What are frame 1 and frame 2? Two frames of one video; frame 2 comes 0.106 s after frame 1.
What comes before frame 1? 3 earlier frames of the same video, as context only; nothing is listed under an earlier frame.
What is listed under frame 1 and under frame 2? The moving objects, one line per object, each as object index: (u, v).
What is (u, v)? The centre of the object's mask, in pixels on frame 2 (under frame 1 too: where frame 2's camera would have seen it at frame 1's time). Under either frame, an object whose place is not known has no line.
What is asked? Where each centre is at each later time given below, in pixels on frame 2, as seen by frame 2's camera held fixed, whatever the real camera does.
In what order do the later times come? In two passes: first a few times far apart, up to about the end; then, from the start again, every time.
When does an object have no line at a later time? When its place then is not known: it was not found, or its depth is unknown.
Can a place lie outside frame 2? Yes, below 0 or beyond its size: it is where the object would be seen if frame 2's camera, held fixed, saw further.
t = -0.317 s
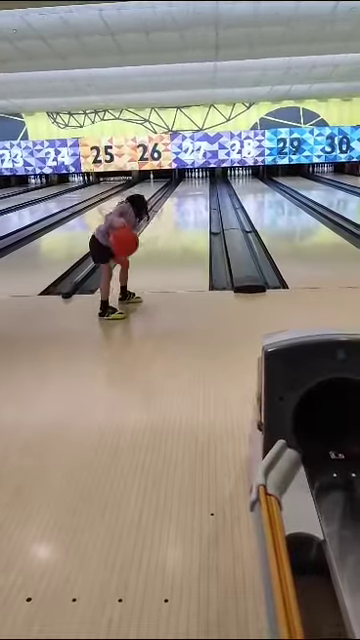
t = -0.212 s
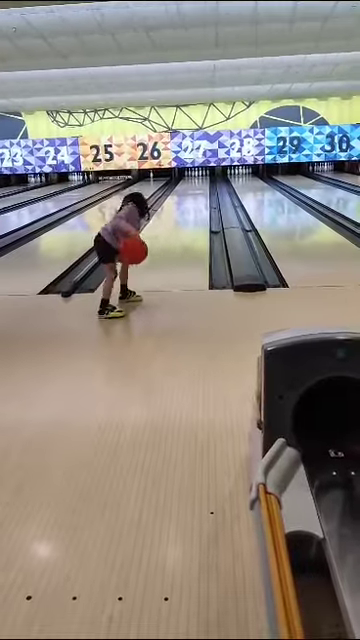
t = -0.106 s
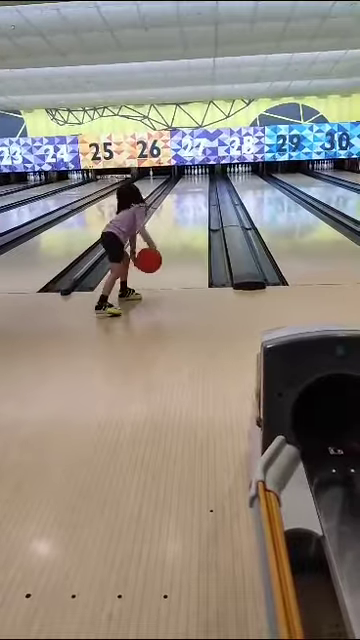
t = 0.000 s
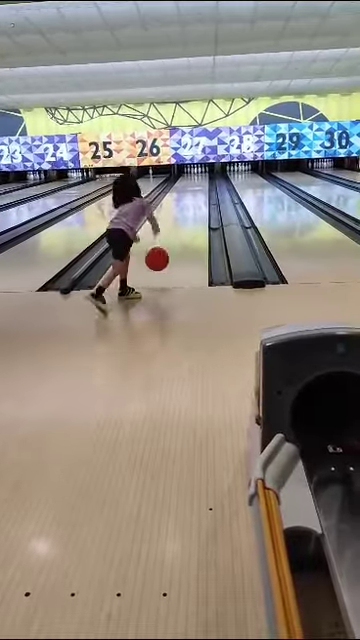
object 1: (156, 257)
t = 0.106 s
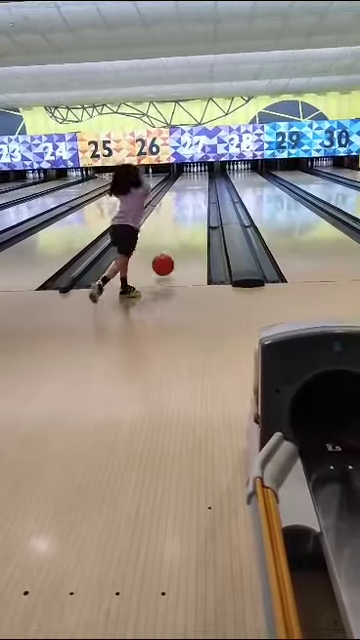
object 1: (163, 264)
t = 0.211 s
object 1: (167, 255)
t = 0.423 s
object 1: (177, 245)
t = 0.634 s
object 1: (183, 237)
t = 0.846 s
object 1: (188, 228)
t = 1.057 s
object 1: (192, 221)
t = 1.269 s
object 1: (194, 215)
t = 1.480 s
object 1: (196, 211)
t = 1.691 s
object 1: (198, 206)
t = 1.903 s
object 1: (198, 203)
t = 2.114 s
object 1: (199, 200)
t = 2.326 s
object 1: (199, 196)
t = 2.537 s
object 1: (200, 195)
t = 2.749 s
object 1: (200, 192)
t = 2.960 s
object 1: (200, 190)
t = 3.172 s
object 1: (200, 188)
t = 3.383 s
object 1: (200, 187)
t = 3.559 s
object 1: (200, 186)
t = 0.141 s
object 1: (165, 263)
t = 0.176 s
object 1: (166, 259)
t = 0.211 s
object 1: (167, 255)
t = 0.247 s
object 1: (169, 253)
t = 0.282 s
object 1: (170, 251)
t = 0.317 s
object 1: (172, 251)
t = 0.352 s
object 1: (173, 252)
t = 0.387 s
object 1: (174, 249)
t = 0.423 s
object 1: (177, 245)
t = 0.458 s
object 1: (178, 244)
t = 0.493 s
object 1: (179, 242)
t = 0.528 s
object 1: (180, 241)
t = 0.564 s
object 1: (181, 240)
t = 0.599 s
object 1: (182, 238)
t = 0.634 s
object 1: (183, 237)
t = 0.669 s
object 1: (184, 235)
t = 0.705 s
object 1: (185, 234)
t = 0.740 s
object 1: (186, 232)
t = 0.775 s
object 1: (186, 231)
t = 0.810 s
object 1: (187, 230)
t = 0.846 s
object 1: (188, 228)
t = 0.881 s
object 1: (188, 227)
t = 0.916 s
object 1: (189, 226)
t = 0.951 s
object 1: (190, 225)
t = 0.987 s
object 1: (190, 223)
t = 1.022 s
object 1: (191, 222)
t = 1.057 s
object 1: (192, 221)
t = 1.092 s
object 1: (192, 220)
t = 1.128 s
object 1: (192, 219)
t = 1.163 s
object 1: (193, 218)
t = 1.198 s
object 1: (193, 217)
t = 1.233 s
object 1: (194, 216)
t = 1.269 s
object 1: (194, 215)
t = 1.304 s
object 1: (195, 215)
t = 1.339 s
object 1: (195, 214)
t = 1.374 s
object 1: (195, 213)
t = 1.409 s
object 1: (196, 212)
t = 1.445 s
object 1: (196, 212)
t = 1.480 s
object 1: (196, 211)
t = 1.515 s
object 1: (196, 210)
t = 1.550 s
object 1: (197, 209)
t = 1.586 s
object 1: (197, 209)
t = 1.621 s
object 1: (197, 208)
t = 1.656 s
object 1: (197, 207)
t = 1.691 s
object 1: (198, 206)
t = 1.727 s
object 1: (198, 205)
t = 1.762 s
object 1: (198, 205)
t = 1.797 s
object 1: (198, 204)
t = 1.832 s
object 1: (198, 203)
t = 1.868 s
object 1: (198, 203)
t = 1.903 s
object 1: (198, 203)
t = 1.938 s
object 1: (199, 202)
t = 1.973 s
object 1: (199, 202)
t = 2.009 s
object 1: (199, 201)
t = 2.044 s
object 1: (199, 200)
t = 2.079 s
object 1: (199, 200)
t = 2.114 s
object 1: (199, 200)
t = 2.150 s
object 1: (199, 199)
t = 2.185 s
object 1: (199, 199)
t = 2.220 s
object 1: (199, 198)
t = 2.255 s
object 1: (199, 197)
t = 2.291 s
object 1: (199, 197)
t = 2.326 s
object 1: (199, 196)
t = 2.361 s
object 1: (199, 196)
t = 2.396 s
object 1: (200, 196)
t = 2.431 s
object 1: (199, 196)
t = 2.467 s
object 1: (200, 195)
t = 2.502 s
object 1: (200, 195)
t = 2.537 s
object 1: (200, 195)
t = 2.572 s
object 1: (200, 194)
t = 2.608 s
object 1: (200, 194)
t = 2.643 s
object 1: (200, 193)
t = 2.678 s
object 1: (200, 193)
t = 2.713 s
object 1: (200, 193)
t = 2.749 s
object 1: (200, 192)
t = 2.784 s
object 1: (200, 192)
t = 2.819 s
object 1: (200, 191)
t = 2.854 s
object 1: (200, 191)
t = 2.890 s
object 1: (200, 191)
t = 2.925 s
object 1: (200, 190)
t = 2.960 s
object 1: (200, 190)
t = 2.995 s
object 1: (200, 190)
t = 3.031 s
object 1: (200, 189)
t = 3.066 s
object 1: (200, 189)
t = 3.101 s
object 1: (200, 188)
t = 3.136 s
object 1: (200, 188)
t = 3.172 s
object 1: (200, 188)
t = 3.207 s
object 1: (200, 188)
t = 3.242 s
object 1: (200, 188)
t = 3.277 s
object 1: (200, 188)
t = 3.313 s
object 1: (200, 188)
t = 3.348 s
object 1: (200, 187)
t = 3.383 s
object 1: (200, 187)
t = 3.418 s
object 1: (200, 187)
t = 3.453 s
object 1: (200, 186)
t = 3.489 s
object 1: (200, 186)
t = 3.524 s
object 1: (200, 186)
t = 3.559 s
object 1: (200, 186)
